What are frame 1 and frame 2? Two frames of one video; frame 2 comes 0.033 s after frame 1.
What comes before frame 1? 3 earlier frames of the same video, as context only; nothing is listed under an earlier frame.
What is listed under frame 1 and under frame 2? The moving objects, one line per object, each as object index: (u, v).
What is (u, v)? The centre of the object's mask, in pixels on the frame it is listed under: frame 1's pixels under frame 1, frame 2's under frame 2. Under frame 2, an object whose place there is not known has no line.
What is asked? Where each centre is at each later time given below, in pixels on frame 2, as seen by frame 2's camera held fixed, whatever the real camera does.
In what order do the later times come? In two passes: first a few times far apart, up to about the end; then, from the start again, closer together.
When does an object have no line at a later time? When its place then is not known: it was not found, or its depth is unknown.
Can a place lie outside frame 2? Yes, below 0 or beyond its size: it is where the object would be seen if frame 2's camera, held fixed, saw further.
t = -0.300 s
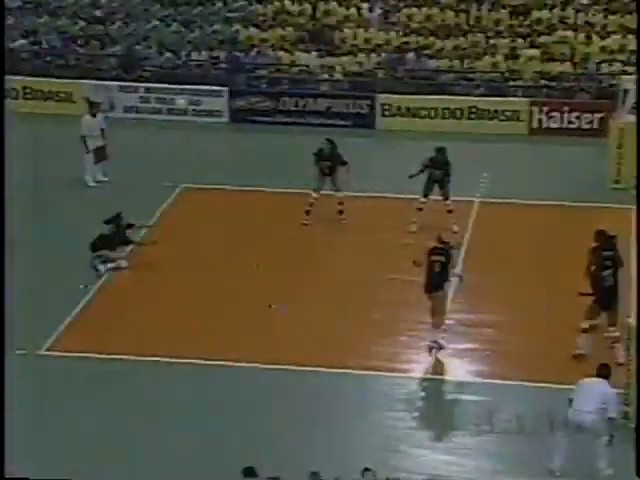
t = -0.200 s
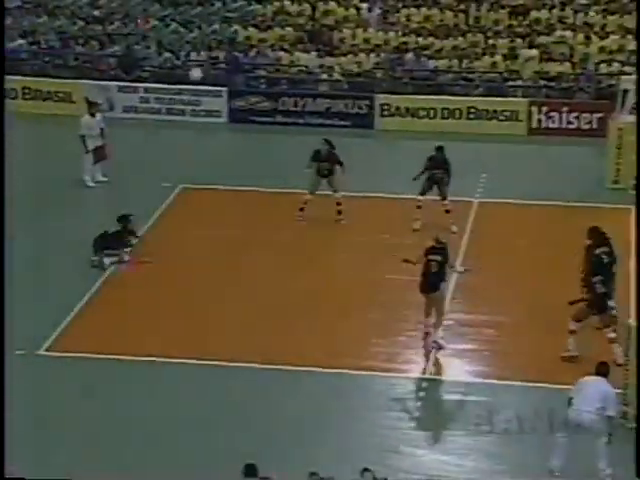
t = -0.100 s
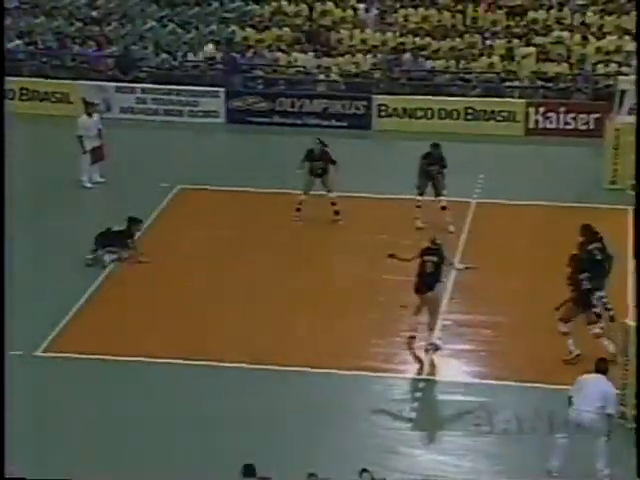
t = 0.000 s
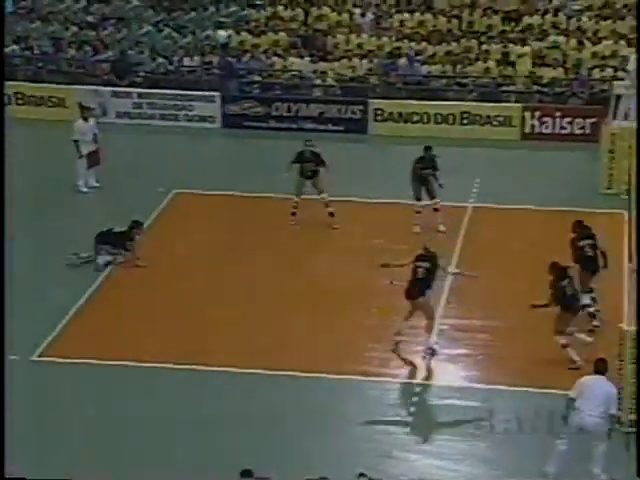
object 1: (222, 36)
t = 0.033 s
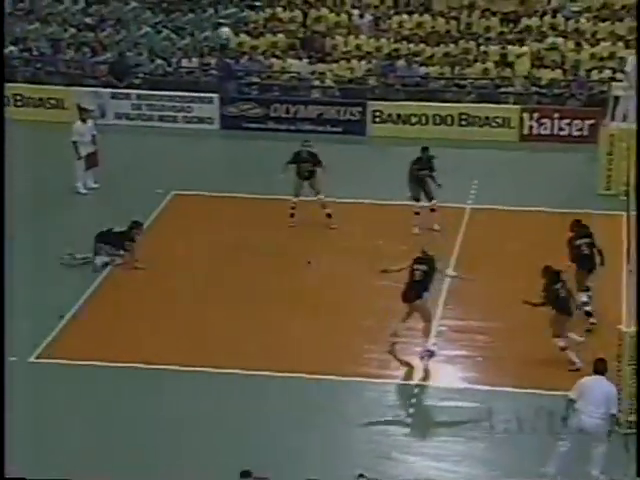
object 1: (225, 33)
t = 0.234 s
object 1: (257, 15)
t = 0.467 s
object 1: (294, 27)
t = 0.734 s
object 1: (335, 76)
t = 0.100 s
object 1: (235, 25)
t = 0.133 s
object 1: (240, 22)
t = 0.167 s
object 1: (246, 19)
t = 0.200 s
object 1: (250, 18)
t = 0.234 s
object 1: (257, 15)
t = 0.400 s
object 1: (283, 19)
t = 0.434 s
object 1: (288, 23)
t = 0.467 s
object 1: (294, 27)
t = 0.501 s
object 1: (298, 31)
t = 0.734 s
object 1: (335, 76)
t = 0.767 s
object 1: (340, 86)
